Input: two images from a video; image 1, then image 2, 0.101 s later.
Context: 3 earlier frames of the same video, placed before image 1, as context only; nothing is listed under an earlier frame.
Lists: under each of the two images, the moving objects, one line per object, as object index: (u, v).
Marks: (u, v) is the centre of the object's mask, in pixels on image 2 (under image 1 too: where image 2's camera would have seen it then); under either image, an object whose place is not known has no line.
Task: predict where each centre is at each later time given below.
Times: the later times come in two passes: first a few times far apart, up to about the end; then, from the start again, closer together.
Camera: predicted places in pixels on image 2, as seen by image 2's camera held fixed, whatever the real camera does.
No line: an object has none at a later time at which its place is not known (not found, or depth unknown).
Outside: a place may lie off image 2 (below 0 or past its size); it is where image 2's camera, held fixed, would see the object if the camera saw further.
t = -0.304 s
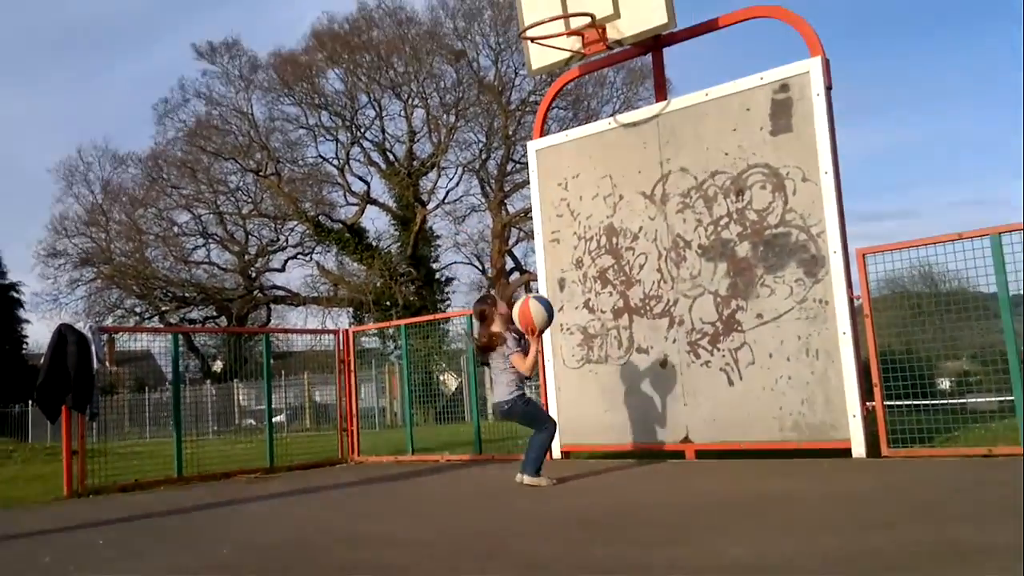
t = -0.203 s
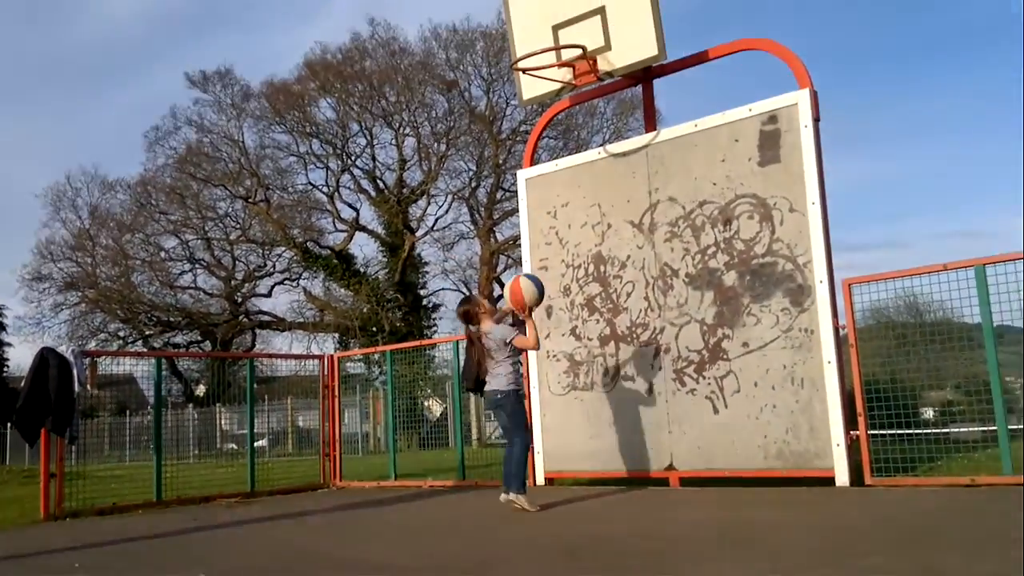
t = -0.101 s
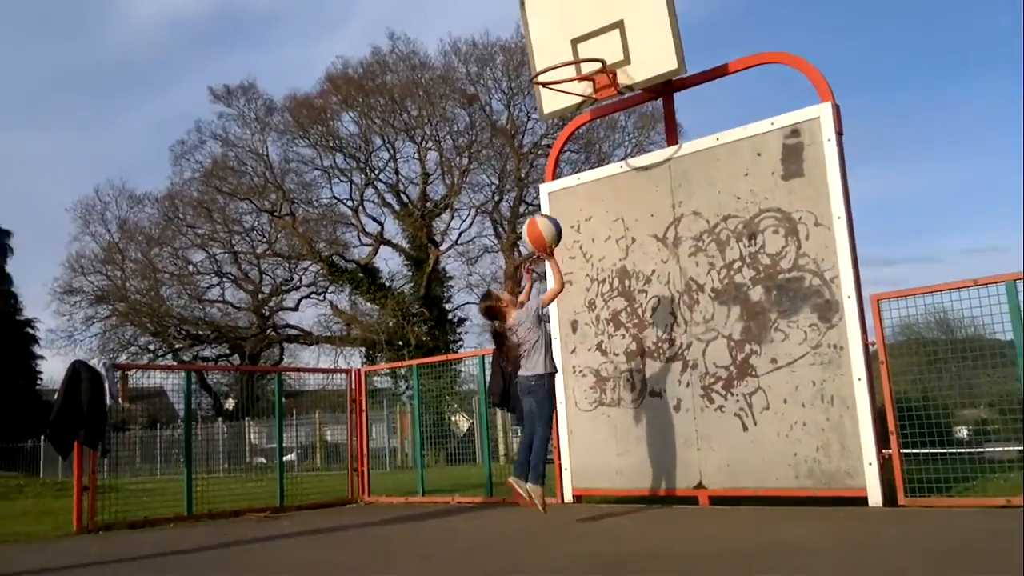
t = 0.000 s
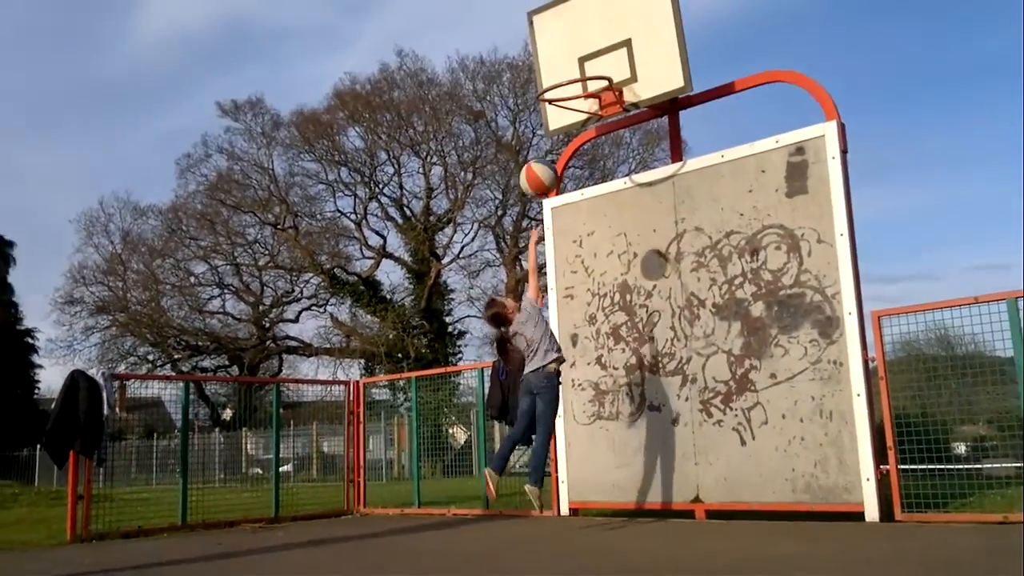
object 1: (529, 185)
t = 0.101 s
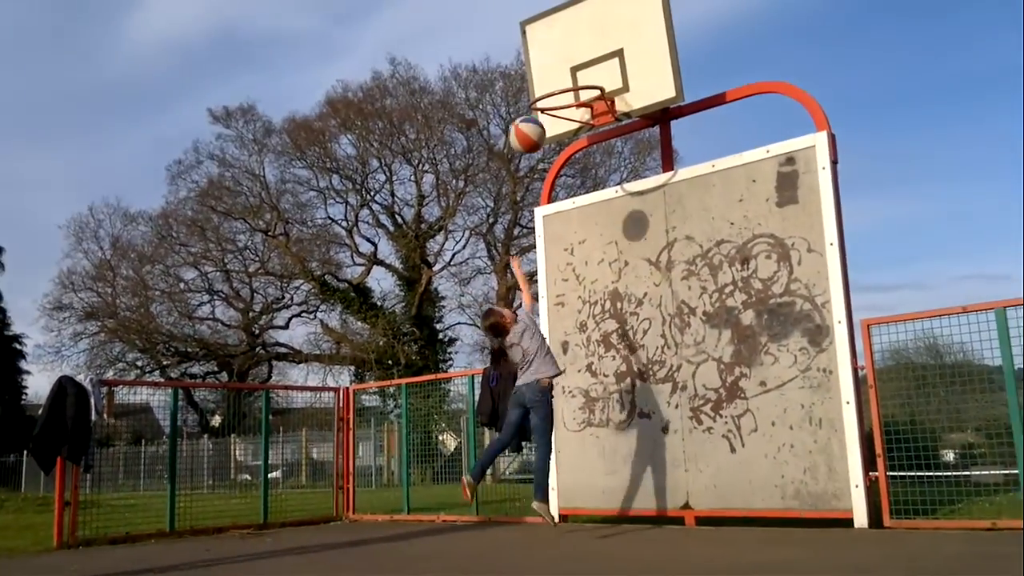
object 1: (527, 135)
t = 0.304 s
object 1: (488, 174)
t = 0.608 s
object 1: (418, 409)
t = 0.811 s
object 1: (385, 453)
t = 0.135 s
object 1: (525, 121)
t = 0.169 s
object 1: (521, 121)
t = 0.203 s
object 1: (513, 132)
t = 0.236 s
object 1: (504, 144)
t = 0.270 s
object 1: (495, 159)
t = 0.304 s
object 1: (488, 174)
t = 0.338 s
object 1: (480, 191)
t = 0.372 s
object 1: (471, 212)
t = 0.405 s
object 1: (463, 234)
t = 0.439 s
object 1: (455, 258)
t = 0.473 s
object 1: (448, 284)
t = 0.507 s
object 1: (440, 311)
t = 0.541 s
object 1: (433, 341)
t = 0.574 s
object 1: (424, 374)
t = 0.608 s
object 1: (418, 409)
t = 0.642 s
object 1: (410, 447)
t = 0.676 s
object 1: (403, 487)
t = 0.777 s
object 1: (388, 480)
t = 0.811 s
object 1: (385, 453)
